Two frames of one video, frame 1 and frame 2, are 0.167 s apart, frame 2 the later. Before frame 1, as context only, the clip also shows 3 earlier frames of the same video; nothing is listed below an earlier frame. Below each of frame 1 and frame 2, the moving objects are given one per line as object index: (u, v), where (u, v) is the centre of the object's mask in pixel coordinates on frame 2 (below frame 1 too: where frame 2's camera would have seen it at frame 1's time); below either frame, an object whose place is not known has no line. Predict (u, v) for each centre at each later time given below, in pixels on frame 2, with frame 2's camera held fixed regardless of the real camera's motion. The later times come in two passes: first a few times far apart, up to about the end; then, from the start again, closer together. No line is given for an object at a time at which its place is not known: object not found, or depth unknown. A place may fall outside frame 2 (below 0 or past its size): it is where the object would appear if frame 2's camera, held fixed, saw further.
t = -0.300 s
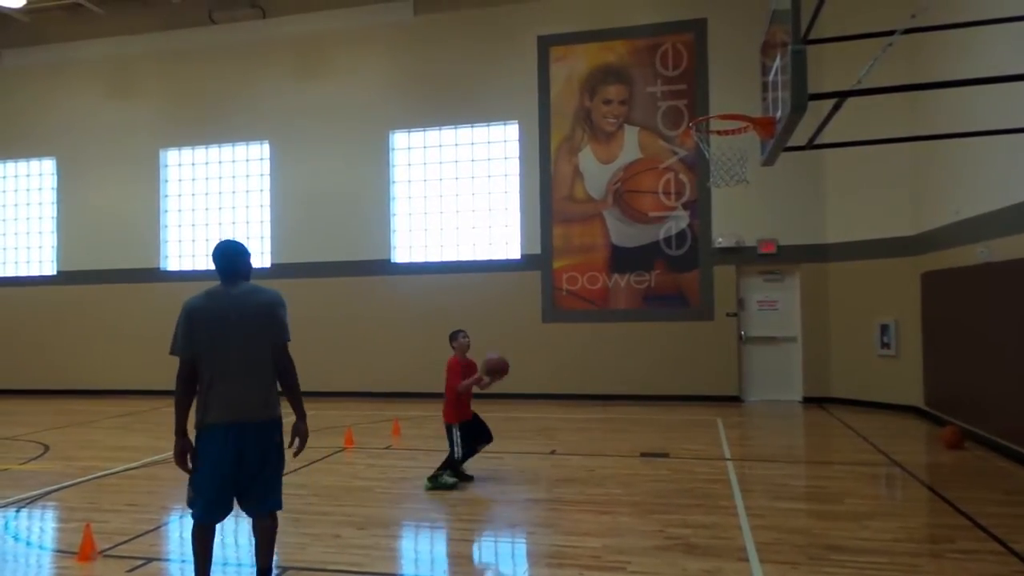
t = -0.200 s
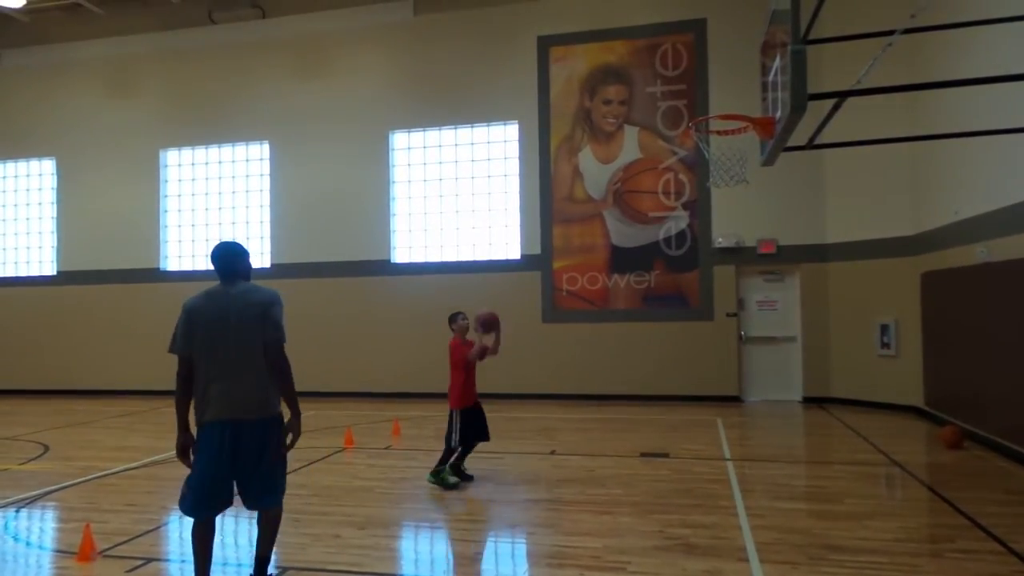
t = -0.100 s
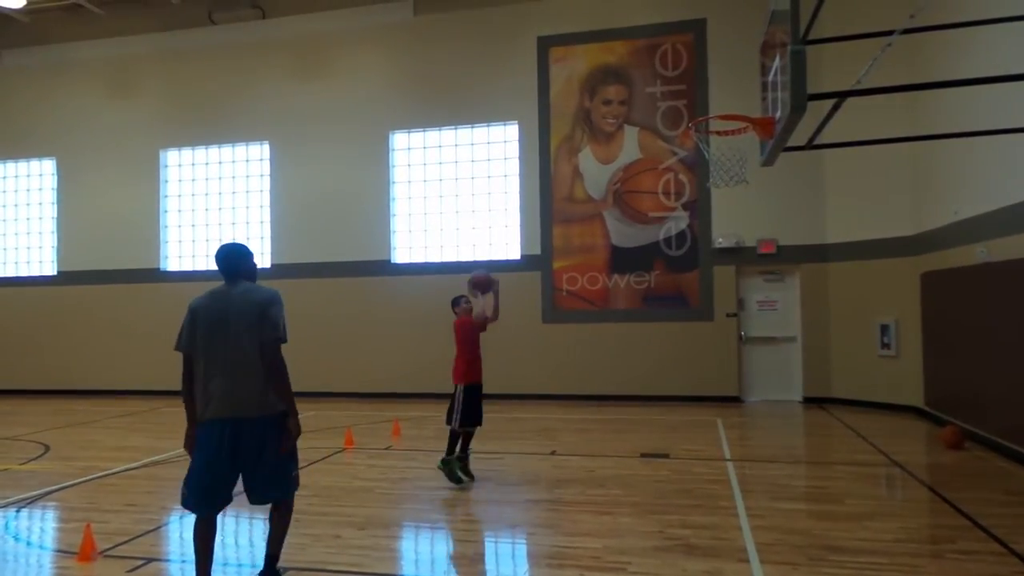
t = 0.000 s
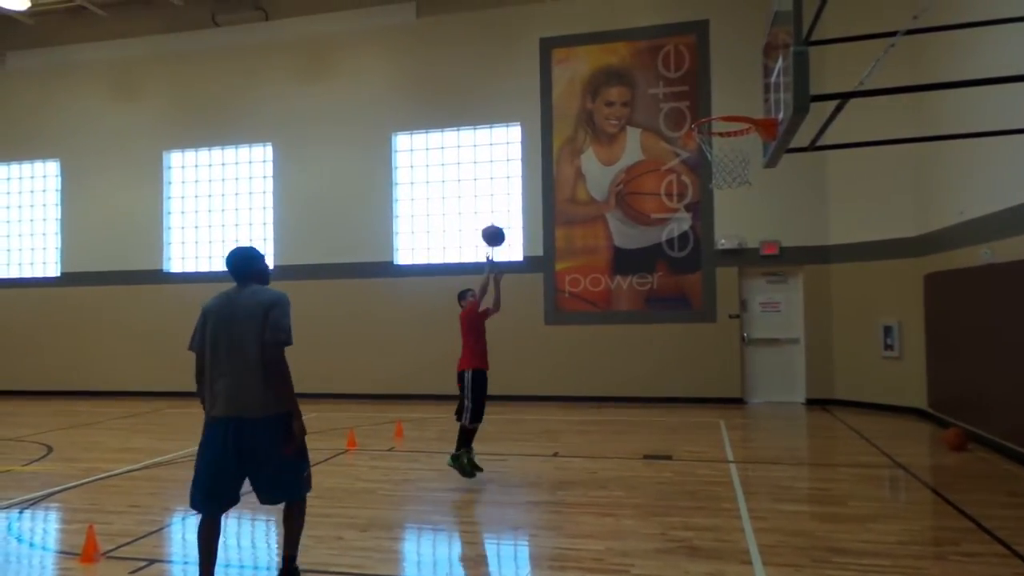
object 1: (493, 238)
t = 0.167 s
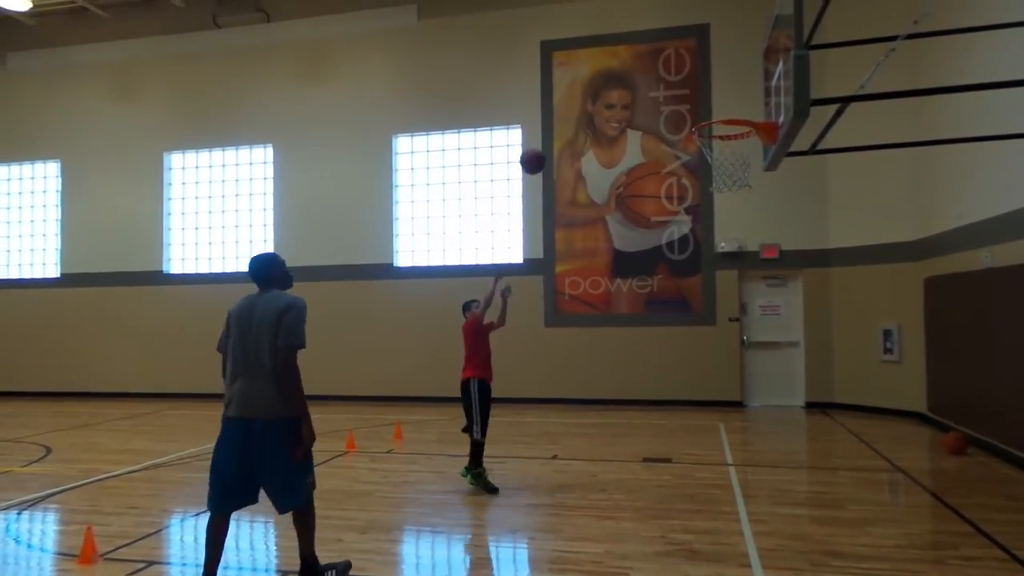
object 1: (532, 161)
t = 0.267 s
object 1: (557, 127)
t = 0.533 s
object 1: (628, 87)
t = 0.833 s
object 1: (707, 108)
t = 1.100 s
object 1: (734, 107)
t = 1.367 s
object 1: (721, 124)
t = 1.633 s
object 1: (720, 162)
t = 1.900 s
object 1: (731, 244)
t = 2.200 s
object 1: (747, 451)
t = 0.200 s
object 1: (540, 149)
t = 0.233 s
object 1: (548, 138)
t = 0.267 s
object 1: (557, 127)
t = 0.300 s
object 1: (566, 119)
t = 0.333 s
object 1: (574, 111)
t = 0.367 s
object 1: (582, 104)
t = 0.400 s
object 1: (591, 98)
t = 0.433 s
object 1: (599, 93)
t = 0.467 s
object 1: (609, 90)
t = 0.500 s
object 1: (618, 88)
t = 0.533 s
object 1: (628, 87)
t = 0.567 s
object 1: (637, 87)
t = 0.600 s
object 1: (647, 89)
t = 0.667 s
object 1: (666, 97)
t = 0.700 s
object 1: (677, 104)
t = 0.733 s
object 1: (685, 110)
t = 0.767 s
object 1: (694, 115)
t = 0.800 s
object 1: (701, 111)
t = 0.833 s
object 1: (707, 108)
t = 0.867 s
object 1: (713, 106)
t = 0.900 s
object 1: (718, 105)
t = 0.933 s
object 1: (725, 106)
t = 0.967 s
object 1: (731, 107)
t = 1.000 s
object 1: (737, 109)
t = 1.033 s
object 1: (739, 109)
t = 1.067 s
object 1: (737, 108)
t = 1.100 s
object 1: (734, 107)
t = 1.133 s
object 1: (732, 108)
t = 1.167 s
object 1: (730, 109)
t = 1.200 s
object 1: (728, 111)
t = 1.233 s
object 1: (725, 120)
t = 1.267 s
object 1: (724, 125)
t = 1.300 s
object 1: (724, 125)
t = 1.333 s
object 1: (721, 124)
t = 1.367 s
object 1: (721, 124)
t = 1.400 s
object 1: (720, 125)
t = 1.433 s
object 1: (720, 127)
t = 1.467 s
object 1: (720, 133)
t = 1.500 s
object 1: (717, 138)
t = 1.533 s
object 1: (718, 143)
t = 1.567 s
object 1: (718, 149)
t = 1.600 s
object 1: (719, 156)
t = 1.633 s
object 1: (720, 162)
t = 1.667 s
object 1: (721, 167)
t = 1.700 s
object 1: (723, 174)
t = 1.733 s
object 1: (723, 182)
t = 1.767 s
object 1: (725, 192)
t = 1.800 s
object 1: (726, 203)
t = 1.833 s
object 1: (728, 215)
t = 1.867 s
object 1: (729, 229)
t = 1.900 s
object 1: (731, 244)
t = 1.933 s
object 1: (732, 262)
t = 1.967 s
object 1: (734, 281)
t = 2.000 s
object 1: (736, 301)
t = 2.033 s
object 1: (738, 322)
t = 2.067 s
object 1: (740, 346)
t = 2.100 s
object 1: (742, 370)
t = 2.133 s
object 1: (744, 396)
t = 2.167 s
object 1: (745, 423)
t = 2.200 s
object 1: (747, 451)
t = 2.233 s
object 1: (750, 482)
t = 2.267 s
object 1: (752, 505)
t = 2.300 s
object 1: (752, 481)
